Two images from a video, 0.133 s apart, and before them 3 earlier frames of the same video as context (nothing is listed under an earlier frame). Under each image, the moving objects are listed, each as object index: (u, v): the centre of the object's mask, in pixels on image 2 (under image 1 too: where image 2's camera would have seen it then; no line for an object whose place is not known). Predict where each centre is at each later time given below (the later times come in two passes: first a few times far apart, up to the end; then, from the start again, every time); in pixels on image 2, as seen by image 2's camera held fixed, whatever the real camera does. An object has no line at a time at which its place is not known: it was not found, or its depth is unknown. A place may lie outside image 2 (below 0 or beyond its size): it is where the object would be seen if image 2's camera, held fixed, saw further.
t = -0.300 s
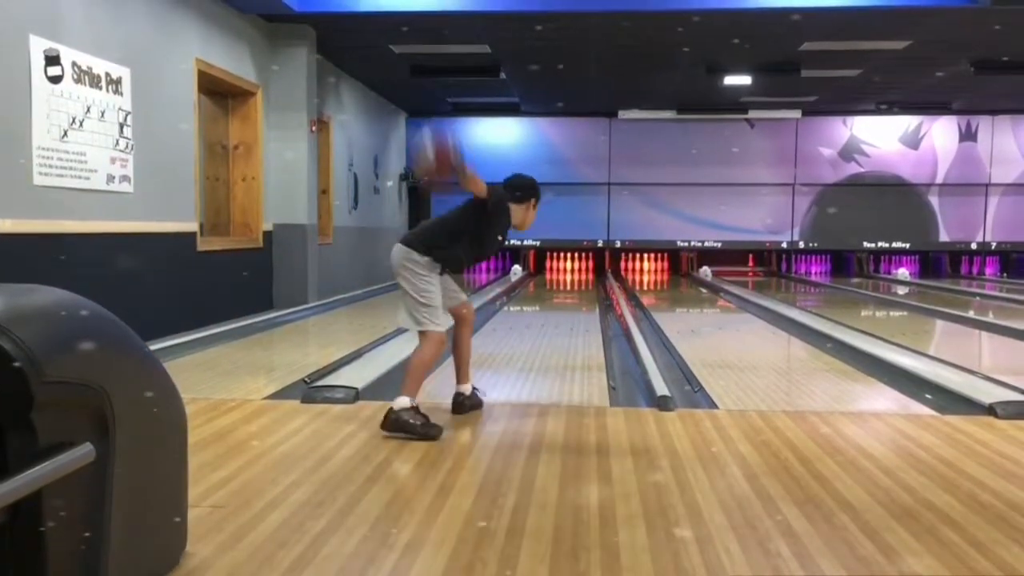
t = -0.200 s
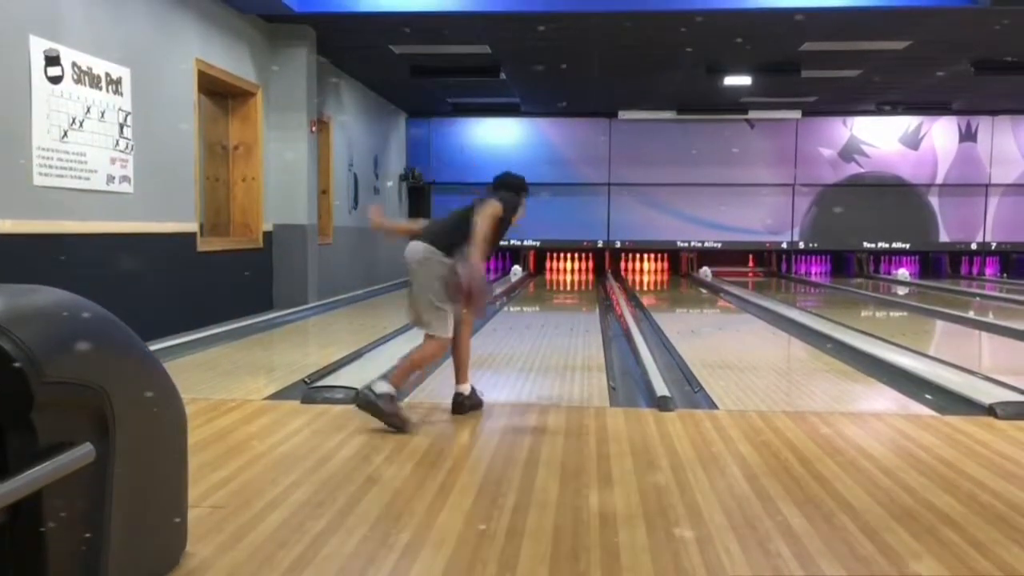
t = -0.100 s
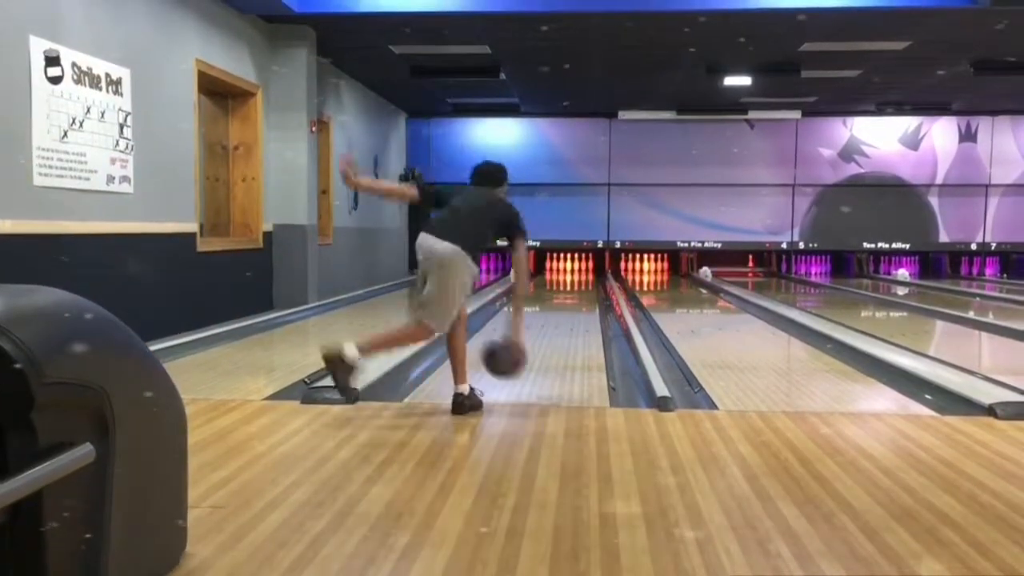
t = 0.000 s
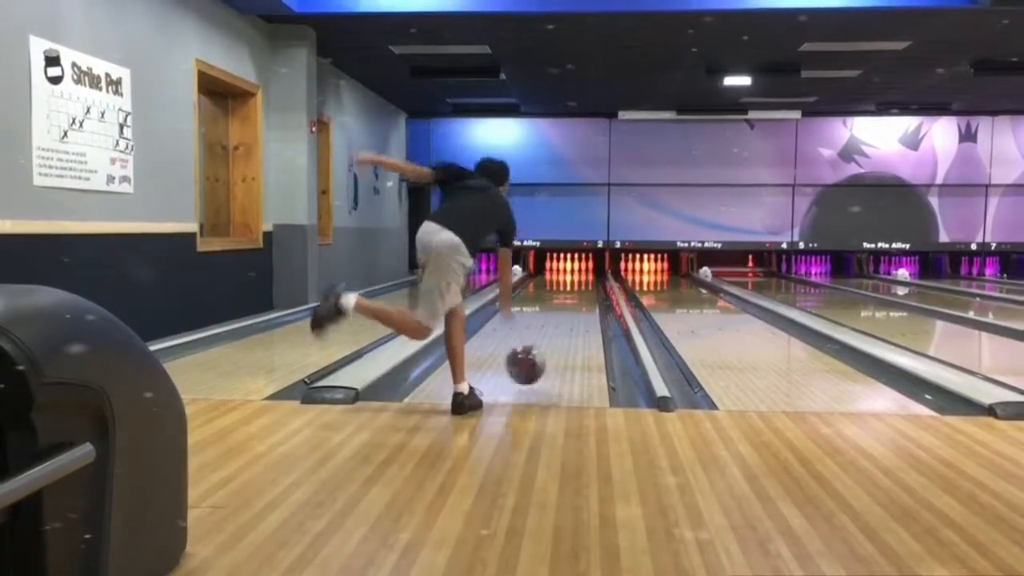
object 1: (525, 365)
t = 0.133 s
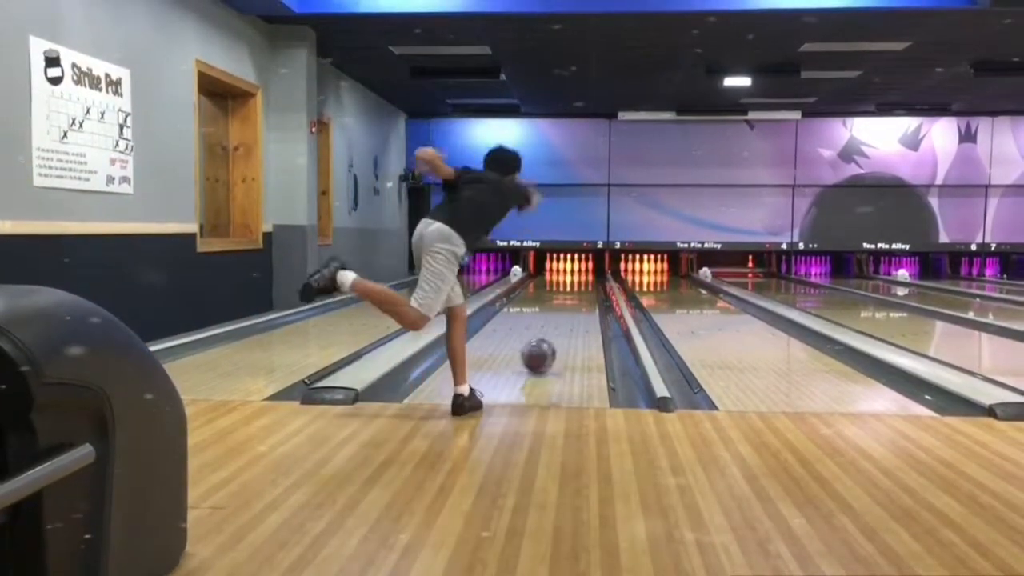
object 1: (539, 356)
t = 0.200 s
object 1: (544, 350)
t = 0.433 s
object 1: (558, 330)
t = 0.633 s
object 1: (567, 319)
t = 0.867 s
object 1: (573, 307)
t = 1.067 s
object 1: (579, 300)
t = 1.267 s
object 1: (582, 294)
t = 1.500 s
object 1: (585, 289)
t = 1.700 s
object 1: (586, 285)
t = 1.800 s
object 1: (587, 282)
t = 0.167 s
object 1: (541, 353)
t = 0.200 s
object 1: (544, 350)
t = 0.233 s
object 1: (546, 346)
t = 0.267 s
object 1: (549, 343)
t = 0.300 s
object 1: (551, 340)
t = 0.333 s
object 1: (552, 338)
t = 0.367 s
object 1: (555, 335)
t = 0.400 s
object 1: (557, 332)
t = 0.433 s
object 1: (558, 330)
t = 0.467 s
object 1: (560, 328)
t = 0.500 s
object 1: (562, 326)
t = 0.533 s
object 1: (563, 324)
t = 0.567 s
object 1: (564, 322)
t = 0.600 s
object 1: (566, 319)
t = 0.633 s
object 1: (567, 319)
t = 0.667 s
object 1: (568, 317)
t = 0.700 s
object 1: (570, 314)
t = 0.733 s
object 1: (570, 313)
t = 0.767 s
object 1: (571, 312)
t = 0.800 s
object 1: (572, 311)
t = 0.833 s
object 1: (574, 308)
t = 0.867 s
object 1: (573, 307)
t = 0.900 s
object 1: (575, 305)
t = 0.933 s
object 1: (575, 304)
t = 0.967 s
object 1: (577, 304)
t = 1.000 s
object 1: (578, 302)
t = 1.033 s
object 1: (578, 301)
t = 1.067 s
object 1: (579, 300)
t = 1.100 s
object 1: (579, 300)
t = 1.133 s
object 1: (580, 299)
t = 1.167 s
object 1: (582, 297)
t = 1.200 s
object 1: (582, 296)
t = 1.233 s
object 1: (582, 295)
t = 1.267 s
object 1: (582, 294)
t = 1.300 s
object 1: (582, 293)
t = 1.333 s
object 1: (583, 293)
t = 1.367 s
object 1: (584, 292)
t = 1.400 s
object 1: (584, 291)
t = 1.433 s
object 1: (585, 291)
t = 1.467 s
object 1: (585, 291)
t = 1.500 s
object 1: (585, 289)
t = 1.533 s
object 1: (585, 288)
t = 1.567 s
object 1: (586, 287)
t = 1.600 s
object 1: (585, 287)
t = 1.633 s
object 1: (586, 286)
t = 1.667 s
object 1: (587, 285)
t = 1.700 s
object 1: (586, 285)
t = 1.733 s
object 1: (587, 284)
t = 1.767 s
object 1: (587, 283)
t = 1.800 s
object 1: (587, 282)
